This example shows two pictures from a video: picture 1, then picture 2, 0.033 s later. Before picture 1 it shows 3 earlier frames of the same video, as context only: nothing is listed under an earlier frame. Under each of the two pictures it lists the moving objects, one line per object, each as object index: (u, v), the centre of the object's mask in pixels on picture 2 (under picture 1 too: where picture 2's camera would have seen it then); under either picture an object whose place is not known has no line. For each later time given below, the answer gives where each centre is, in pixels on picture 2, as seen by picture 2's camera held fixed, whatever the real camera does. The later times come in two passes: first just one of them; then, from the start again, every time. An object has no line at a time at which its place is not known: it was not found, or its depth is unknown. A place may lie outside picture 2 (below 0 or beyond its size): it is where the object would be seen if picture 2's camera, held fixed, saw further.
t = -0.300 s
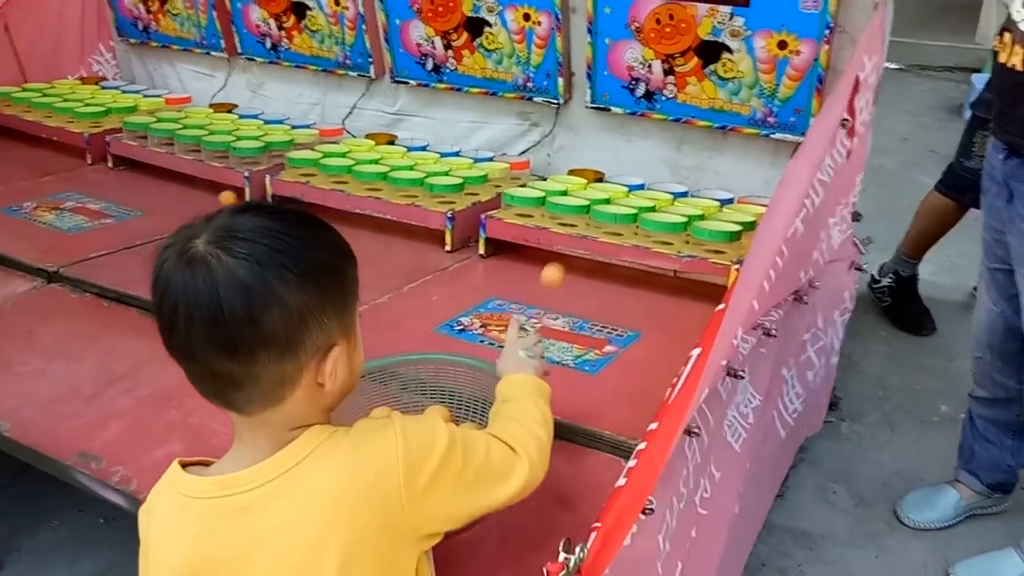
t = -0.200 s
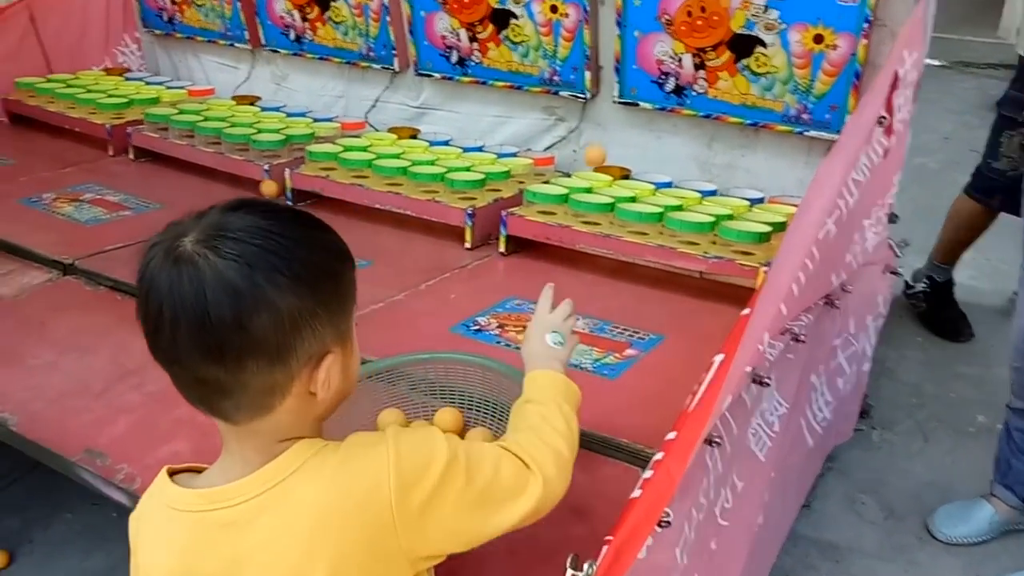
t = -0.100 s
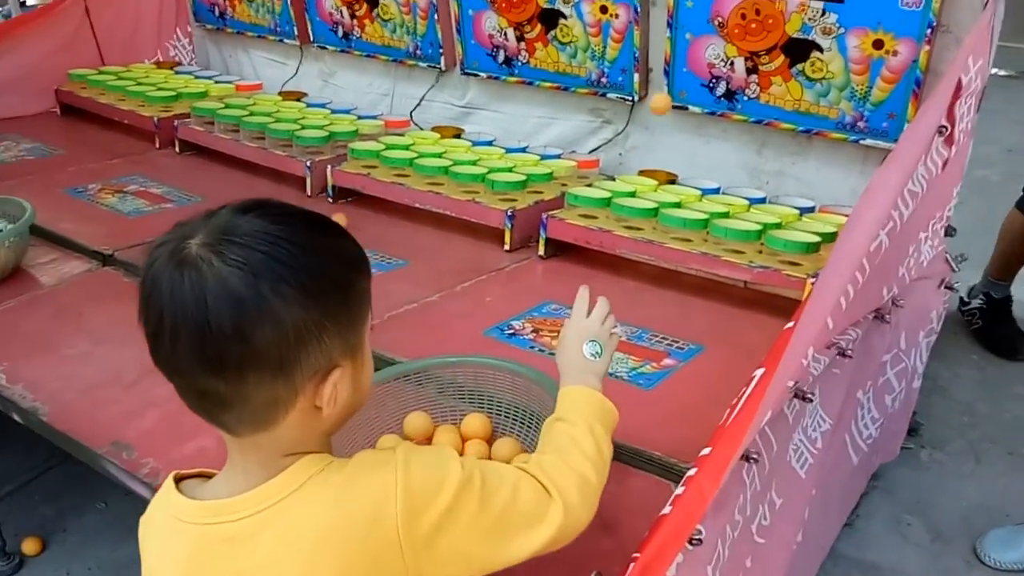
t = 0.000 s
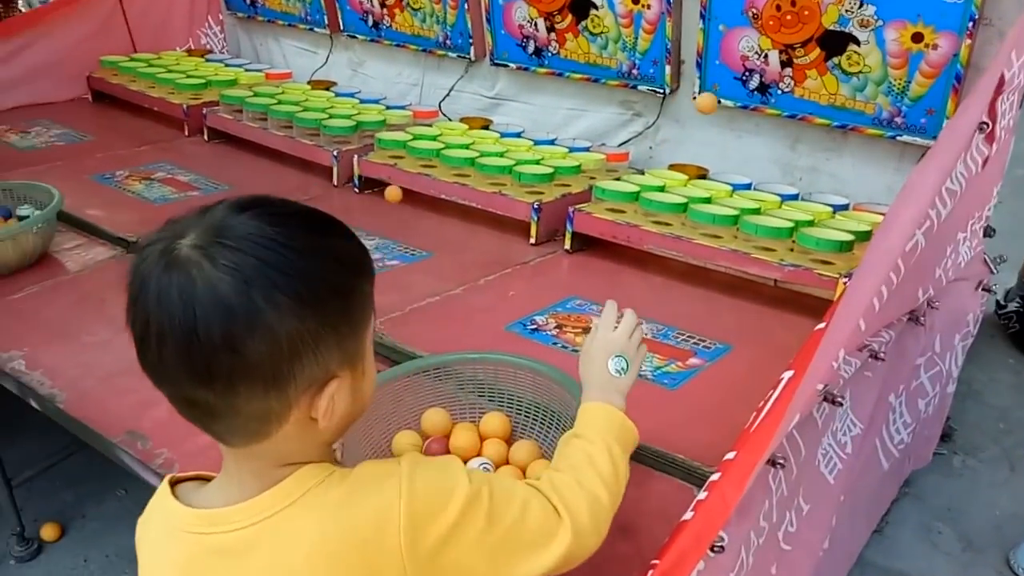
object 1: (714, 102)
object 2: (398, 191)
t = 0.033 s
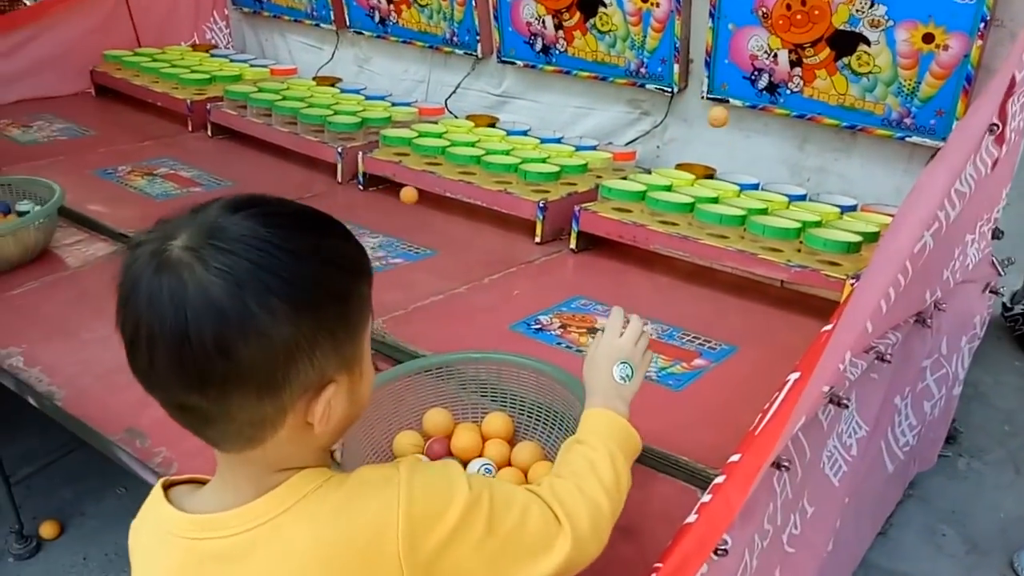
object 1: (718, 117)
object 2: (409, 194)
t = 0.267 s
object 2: (496, 219)
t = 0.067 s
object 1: (720, 136)
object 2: (420, 203)
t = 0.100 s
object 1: (722, 160)
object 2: (432, 217)
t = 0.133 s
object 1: (725, 175)
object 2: (444, 219)
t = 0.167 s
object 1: (737, 147)
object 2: (457, 211)
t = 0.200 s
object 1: (748, 125)
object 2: (469, 210)
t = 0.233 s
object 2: (482, 212)
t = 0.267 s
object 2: (496, 219)
